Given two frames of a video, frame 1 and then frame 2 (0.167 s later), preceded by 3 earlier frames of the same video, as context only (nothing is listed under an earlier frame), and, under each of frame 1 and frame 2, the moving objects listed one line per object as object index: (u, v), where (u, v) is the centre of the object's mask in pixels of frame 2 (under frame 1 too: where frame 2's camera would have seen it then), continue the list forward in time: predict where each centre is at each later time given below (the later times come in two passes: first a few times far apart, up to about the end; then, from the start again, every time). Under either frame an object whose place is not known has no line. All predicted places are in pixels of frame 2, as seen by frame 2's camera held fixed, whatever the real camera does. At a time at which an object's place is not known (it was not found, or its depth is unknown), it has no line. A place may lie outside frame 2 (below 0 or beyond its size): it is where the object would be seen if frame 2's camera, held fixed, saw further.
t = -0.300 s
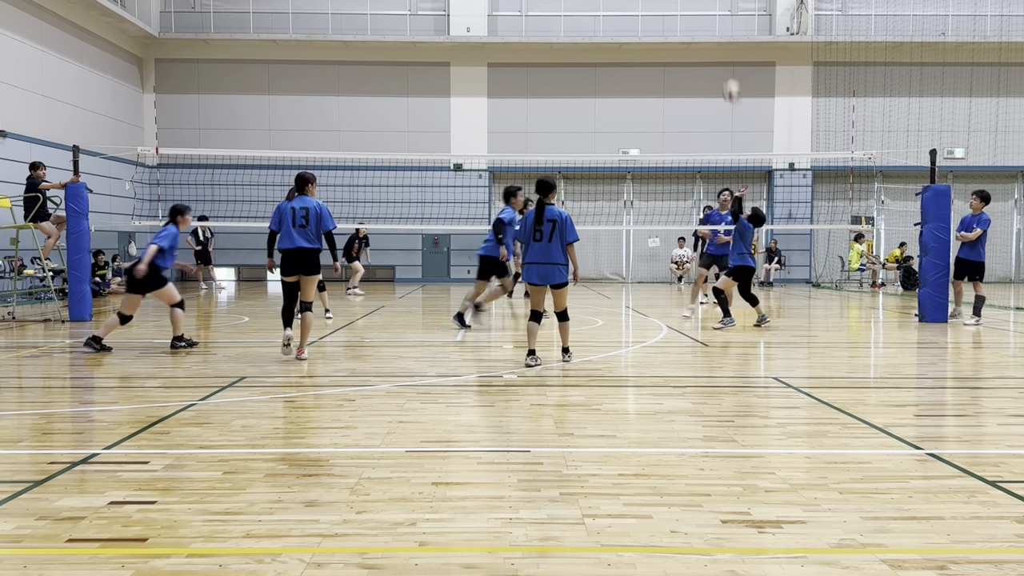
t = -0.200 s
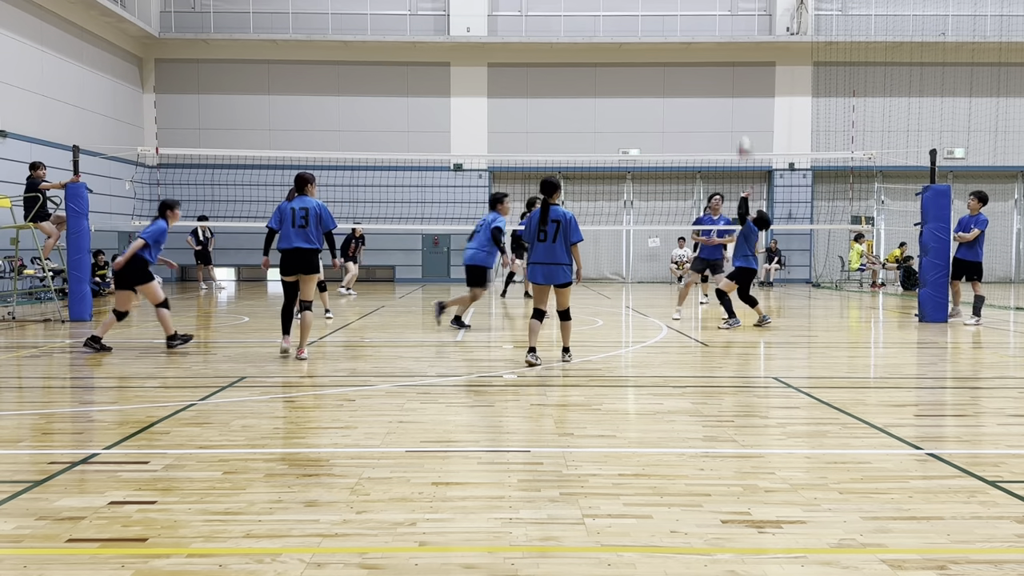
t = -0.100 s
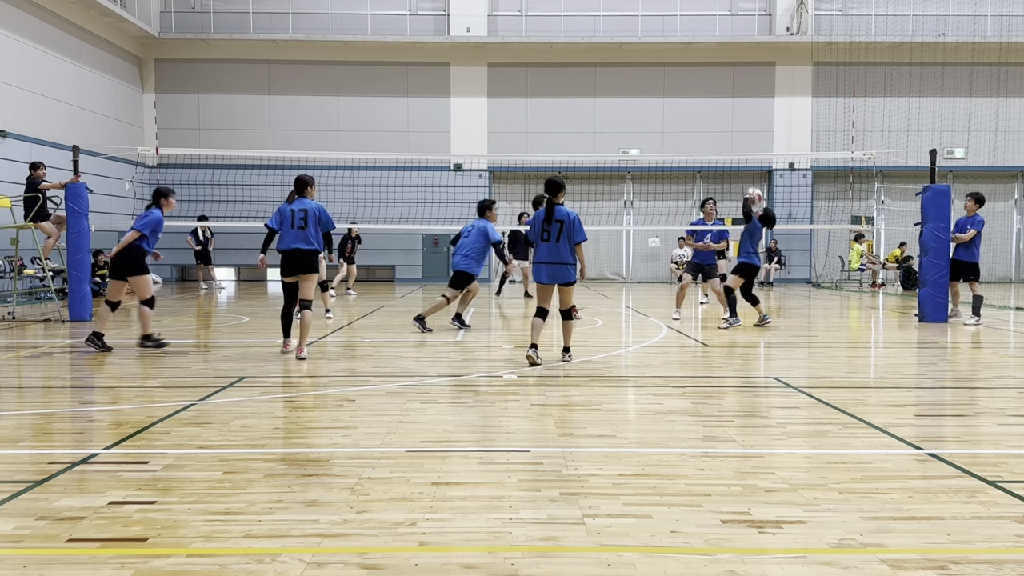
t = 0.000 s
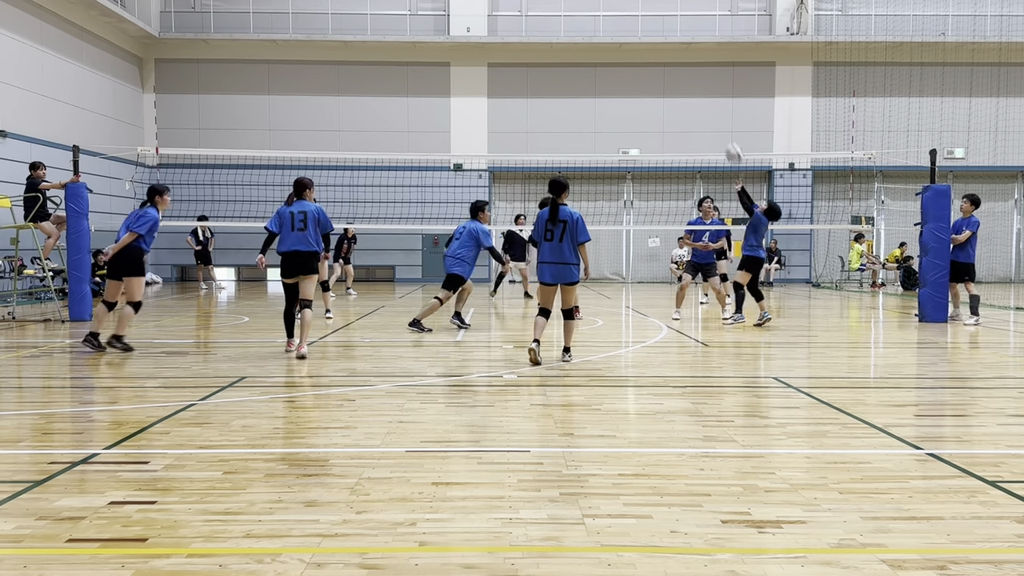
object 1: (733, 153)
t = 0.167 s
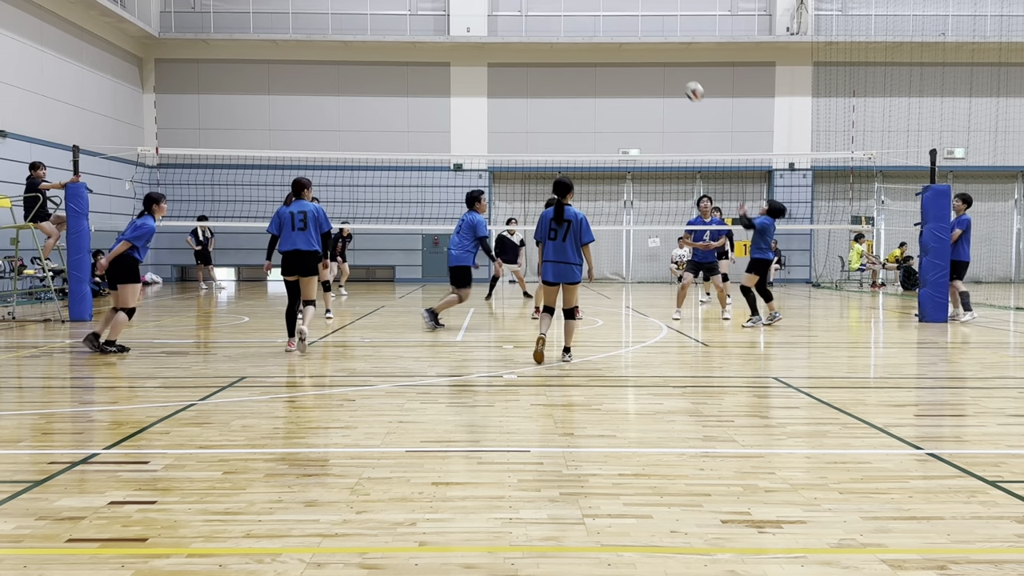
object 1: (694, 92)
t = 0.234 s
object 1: (678, 73)
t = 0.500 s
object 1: (618, 37)
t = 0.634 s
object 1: (588, 40)
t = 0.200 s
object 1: (687, 82)
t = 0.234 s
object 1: (678, 73)
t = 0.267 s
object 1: (671, 65)
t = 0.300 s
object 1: (663, 59)
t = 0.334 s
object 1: (656, 52)
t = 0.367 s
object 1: (648, 48)
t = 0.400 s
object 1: (641, 44)
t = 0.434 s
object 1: (633, 40)
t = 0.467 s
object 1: (626, 38)
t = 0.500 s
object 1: (618, 37)
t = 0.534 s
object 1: (610, 36)
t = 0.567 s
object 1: (603, 37)
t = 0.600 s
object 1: (595, 38)
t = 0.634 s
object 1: (588, 40)
